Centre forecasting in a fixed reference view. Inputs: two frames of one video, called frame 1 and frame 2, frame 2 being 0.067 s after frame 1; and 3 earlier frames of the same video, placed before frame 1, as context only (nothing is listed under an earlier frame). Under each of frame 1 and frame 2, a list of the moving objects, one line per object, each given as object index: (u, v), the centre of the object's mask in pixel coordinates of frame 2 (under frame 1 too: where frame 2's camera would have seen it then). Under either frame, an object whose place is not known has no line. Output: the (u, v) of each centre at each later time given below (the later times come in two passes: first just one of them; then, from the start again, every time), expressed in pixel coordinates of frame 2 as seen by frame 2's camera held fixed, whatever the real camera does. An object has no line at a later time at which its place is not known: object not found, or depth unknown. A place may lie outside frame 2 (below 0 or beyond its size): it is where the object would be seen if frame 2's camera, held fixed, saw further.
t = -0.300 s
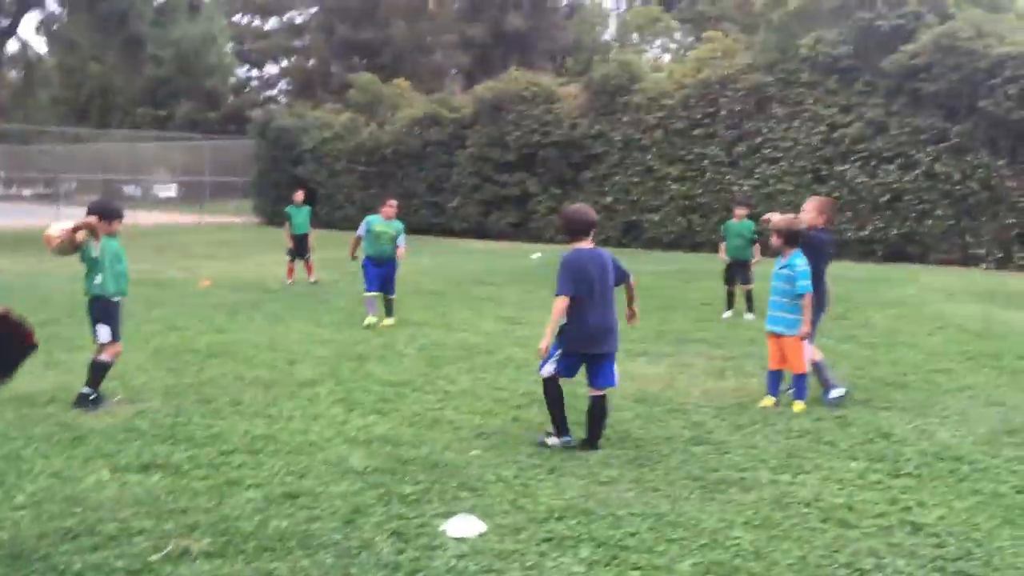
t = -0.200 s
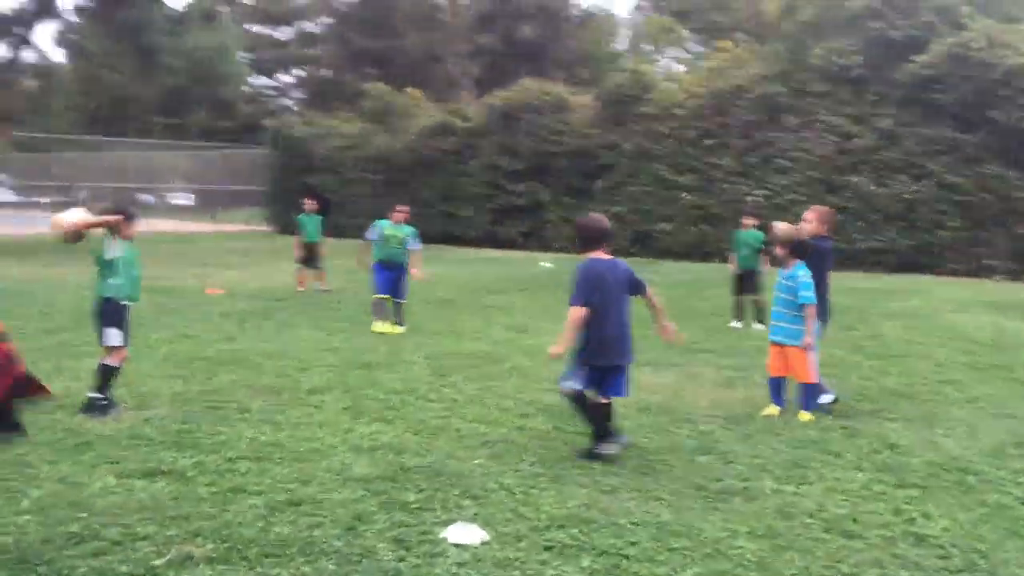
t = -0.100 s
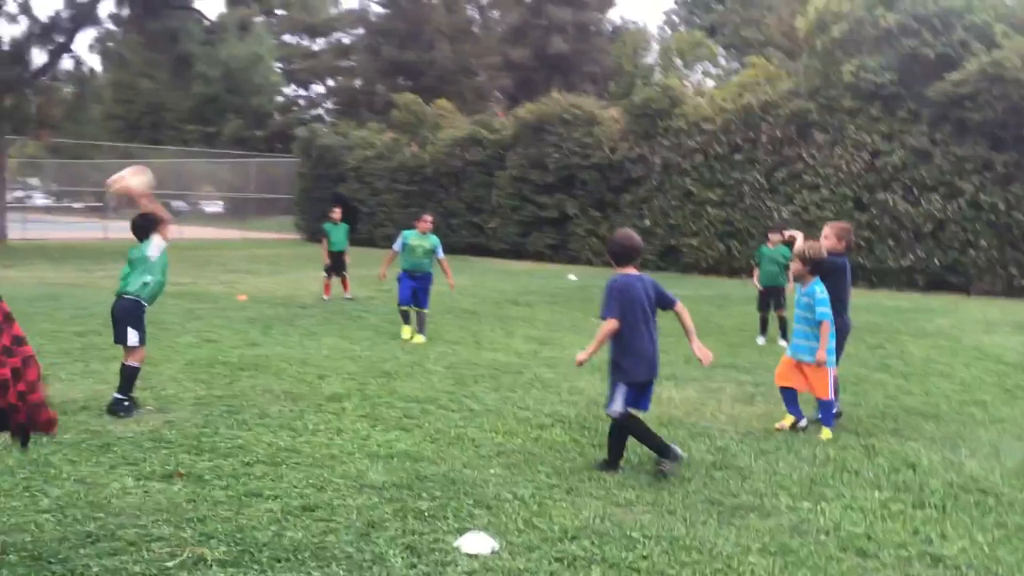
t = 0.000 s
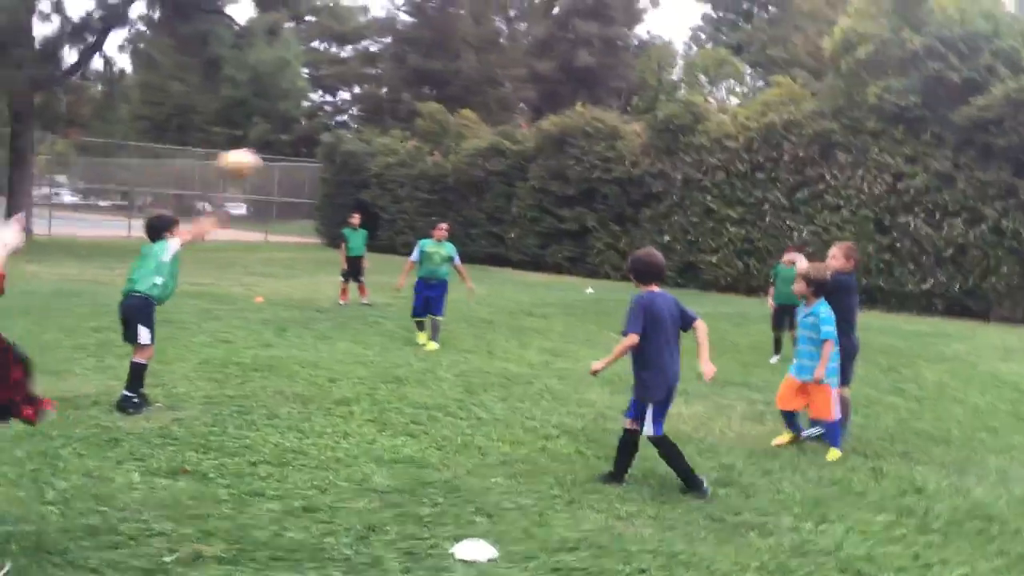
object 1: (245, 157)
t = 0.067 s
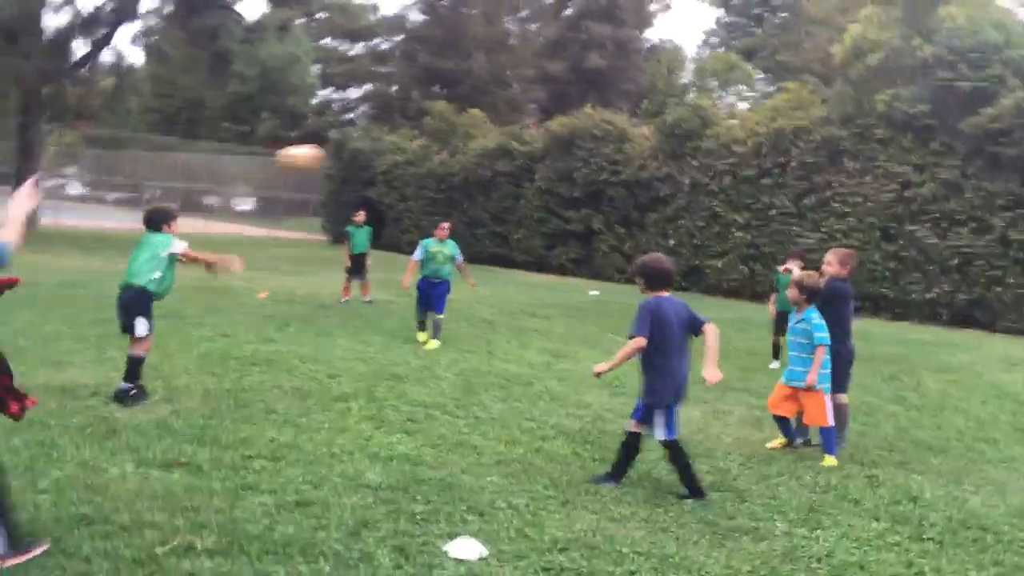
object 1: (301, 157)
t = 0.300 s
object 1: (457, 202)
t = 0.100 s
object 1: (326, 159)
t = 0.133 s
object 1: (350, 164)
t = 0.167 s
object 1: (374, 170)
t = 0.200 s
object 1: (396, 176)
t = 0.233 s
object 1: (417, 182)
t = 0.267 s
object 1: (437, 192)
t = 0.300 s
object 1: (457, 202)
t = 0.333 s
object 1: (475, 212)
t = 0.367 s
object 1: (493, 223)
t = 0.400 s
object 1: (511, 236)
